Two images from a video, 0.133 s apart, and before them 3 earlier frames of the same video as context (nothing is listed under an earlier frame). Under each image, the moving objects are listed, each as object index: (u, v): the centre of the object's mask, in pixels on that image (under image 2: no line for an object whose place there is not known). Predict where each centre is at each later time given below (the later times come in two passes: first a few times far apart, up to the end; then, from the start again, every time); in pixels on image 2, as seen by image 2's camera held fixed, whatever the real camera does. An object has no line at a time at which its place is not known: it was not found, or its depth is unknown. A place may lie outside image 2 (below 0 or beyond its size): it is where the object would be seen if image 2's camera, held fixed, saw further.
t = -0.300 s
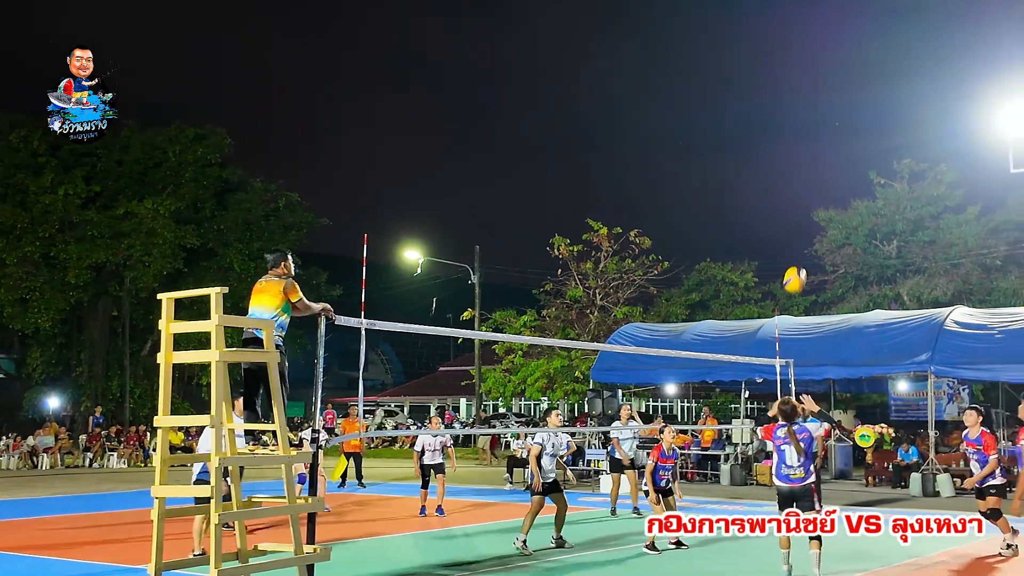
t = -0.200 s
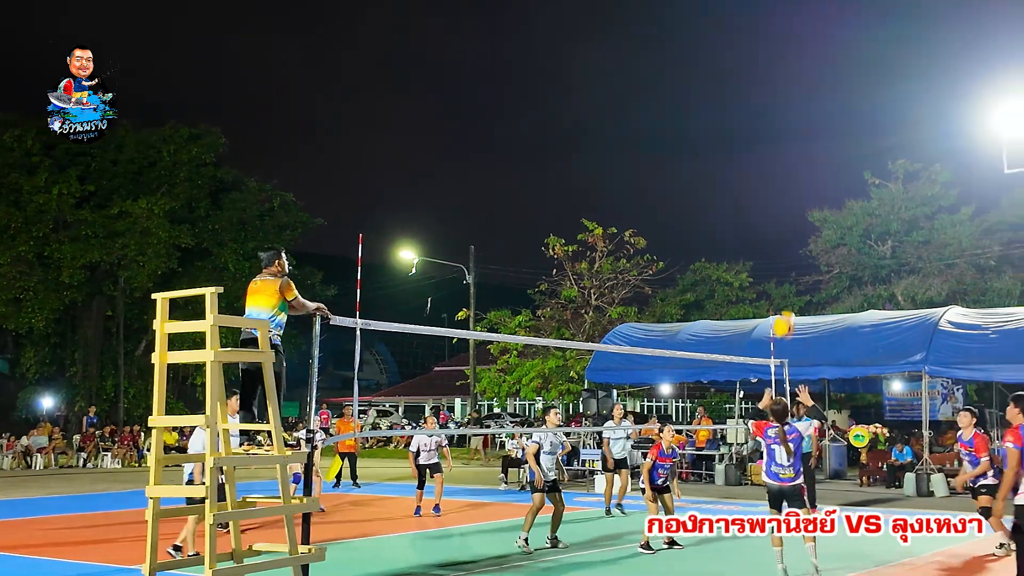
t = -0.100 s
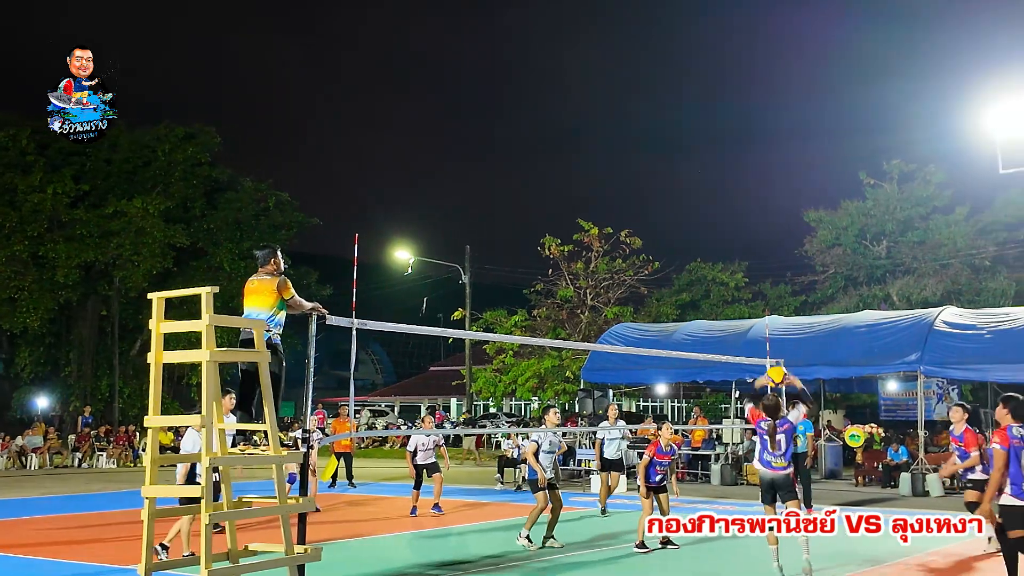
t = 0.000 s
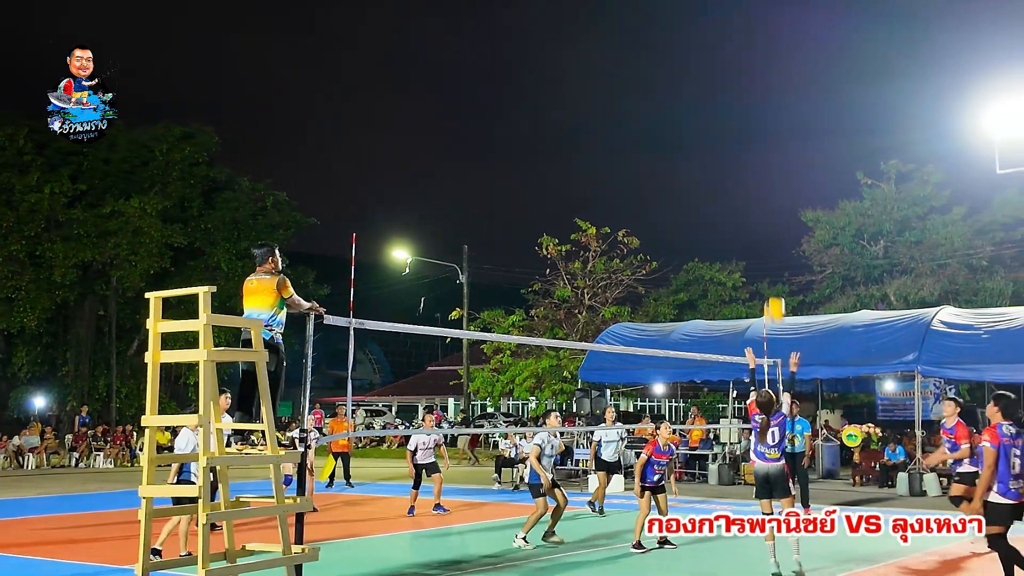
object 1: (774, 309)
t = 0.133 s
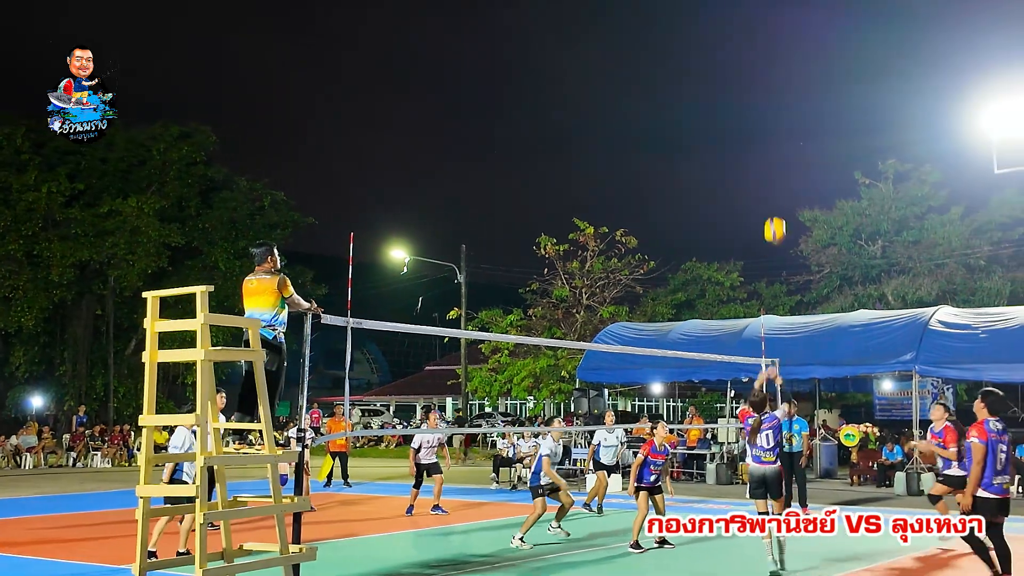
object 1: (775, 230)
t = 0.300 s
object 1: (779, 160)
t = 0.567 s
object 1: (786, 109)
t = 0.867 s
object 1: (792, 126)
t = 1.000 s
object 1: (795, 154)
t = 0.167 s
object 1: (775, 213)
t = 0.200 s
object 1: (776, 198)
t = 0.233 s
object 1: (777, 184)
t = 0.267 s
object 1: (778, 171)
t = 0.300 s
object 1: (779, 160)
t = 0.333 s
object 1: (780, 150)
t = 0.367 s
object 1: (781, 141)
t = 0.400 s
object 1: (782, 133)
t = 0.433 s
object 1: (783, 126)
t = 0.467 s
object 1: (784, 120)
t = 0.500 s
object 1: (784, 116)
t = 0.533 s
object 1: (785, 112)
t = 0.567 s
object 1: (786, 109)
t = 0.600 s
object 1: (787, 108)
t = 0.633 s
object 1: (787, 107)
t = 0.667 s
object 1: (788, 107)
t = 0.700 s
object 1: (789, 108)
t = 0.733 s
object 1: (790, 110)
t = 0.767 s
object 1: (790, 112)
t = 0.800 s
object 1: (791, 116)
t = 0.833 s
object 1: (792, 121)
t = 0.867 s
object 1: (792, 126)
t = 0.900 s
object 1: (793, 132)
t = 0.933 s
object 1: (794, 138)
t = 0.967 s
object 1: (794, 146)
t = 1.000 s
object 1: (795, 154)
